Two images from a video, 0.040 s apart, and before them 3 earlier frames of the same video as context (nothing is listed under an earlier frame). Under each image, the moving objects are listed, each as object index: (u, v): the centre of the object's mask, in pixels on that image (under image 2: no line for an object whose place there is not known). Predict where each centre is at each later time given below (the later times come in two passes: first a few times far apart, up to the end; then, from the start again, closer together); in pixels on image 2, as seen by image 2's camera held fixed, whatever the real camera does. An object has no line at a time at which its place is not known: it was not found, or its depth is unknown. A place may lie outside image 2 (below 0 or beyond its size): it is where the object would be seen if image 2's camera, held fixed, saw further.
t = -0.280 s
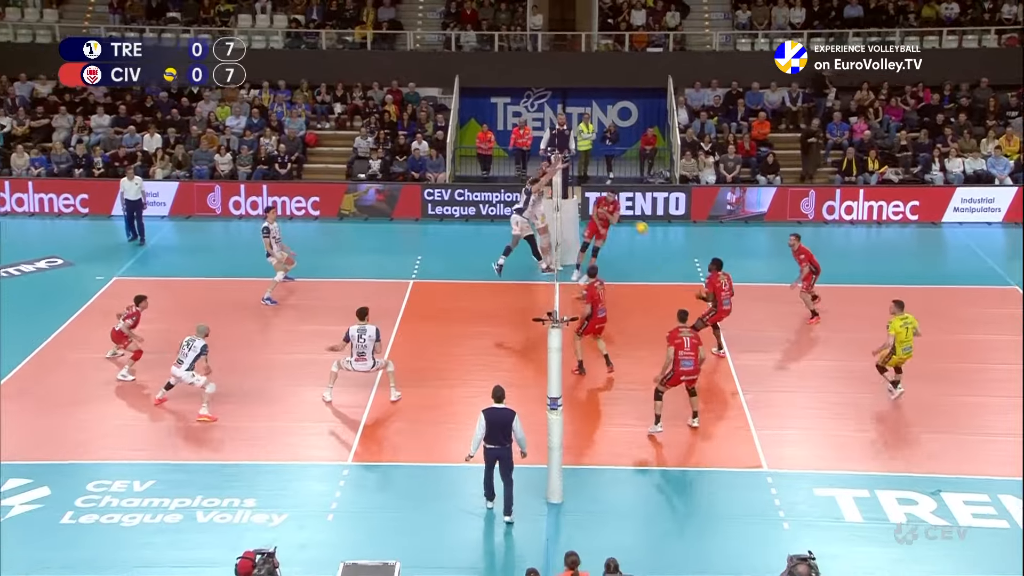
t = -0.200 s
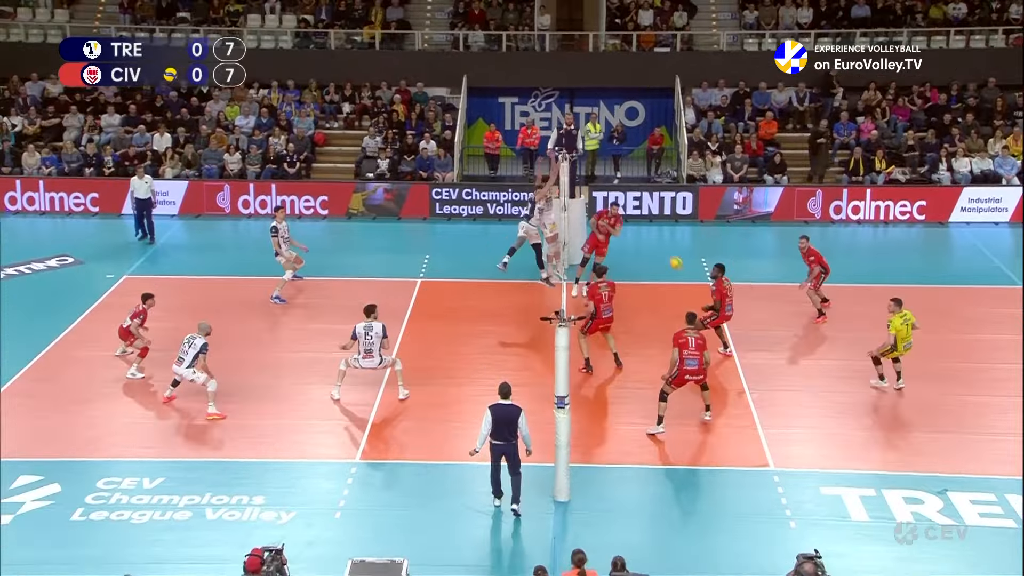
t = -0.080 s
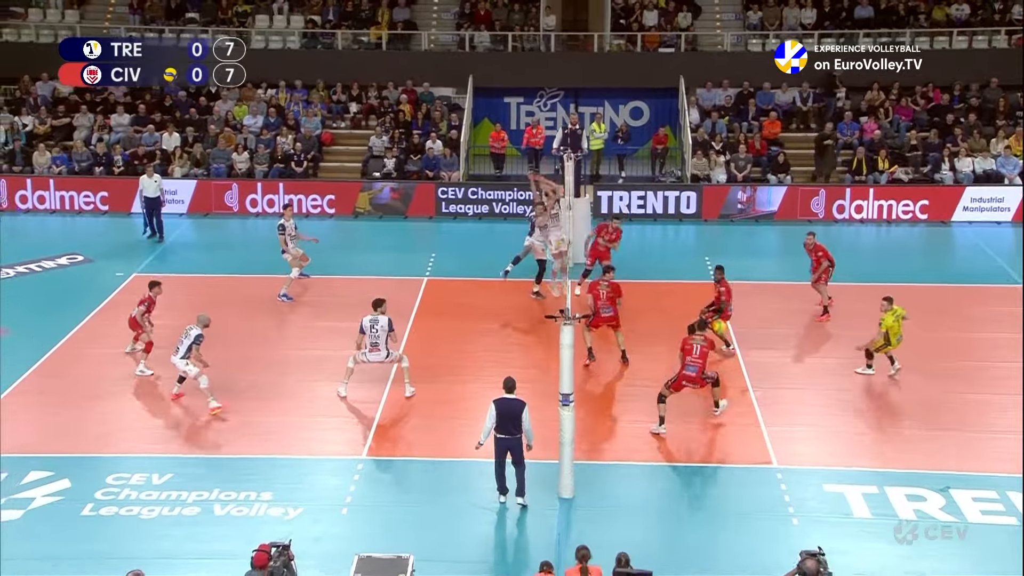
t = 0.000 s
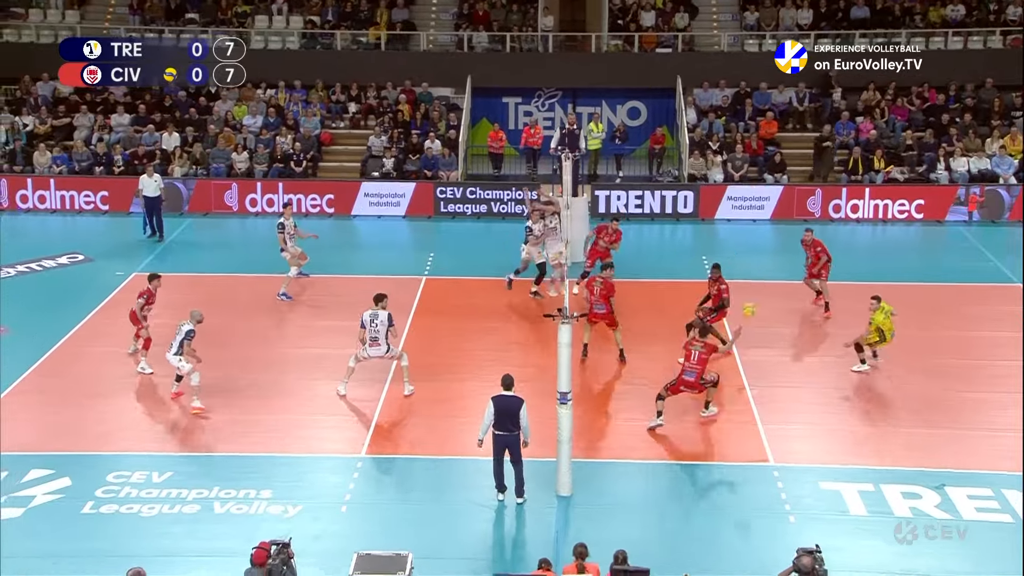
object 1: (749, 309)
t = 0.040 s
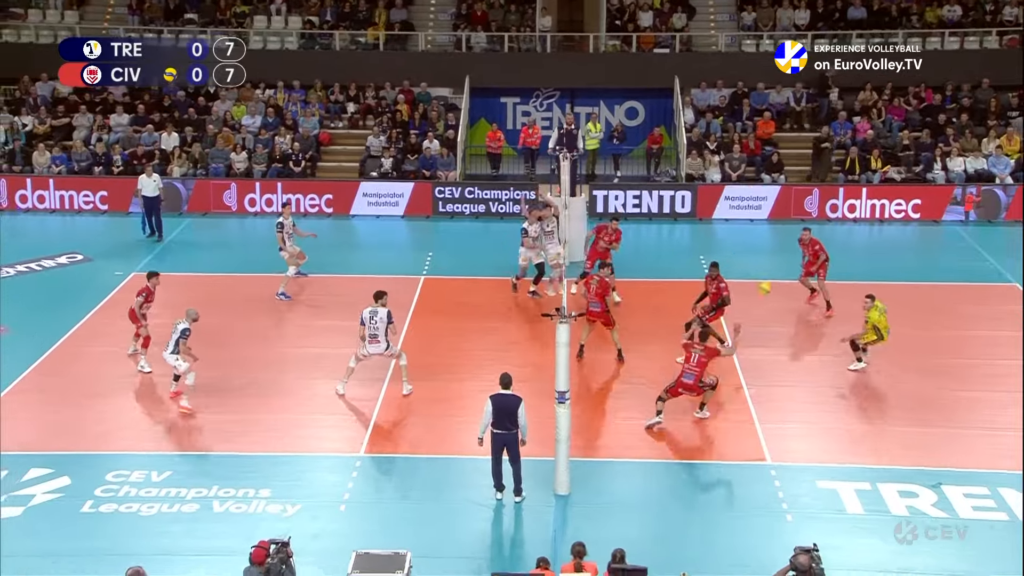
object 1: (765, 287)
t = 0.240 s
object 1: (853, 194)
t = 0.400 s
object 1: (930, 139)
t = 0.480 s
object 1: (969, 117)
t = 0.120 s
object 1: (800, 248)
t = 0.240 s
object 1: (853, 194)
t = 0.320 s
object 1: (891, 165)
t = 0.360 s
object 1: (910, 152)
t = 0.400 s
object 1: (930, 139)
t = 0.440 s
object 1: (950, 127)
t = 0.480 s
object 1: (969, 117)
